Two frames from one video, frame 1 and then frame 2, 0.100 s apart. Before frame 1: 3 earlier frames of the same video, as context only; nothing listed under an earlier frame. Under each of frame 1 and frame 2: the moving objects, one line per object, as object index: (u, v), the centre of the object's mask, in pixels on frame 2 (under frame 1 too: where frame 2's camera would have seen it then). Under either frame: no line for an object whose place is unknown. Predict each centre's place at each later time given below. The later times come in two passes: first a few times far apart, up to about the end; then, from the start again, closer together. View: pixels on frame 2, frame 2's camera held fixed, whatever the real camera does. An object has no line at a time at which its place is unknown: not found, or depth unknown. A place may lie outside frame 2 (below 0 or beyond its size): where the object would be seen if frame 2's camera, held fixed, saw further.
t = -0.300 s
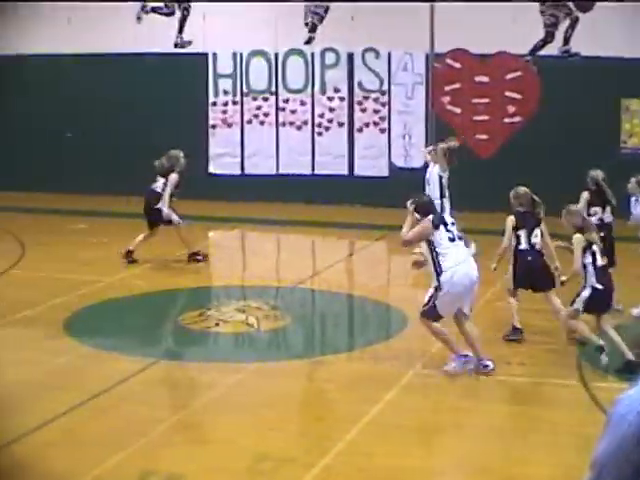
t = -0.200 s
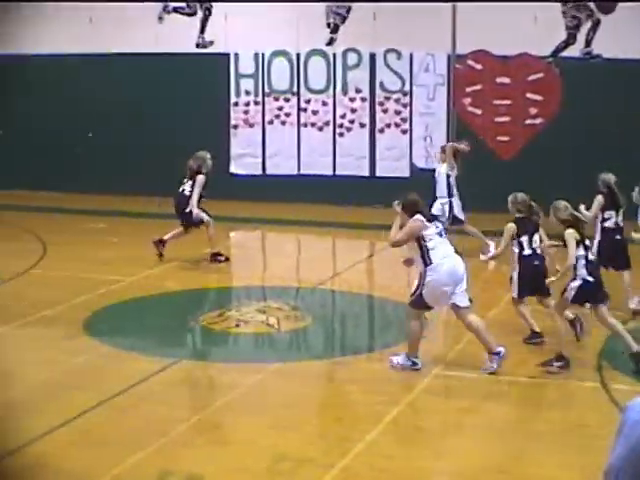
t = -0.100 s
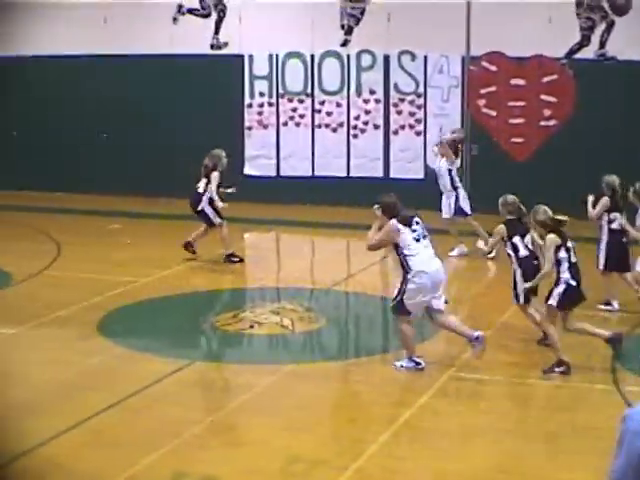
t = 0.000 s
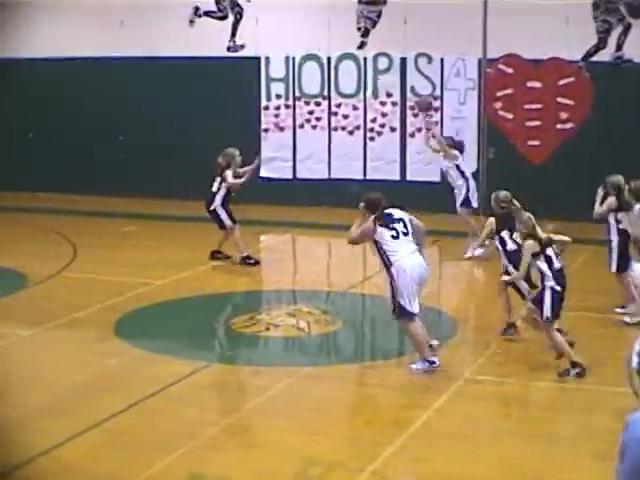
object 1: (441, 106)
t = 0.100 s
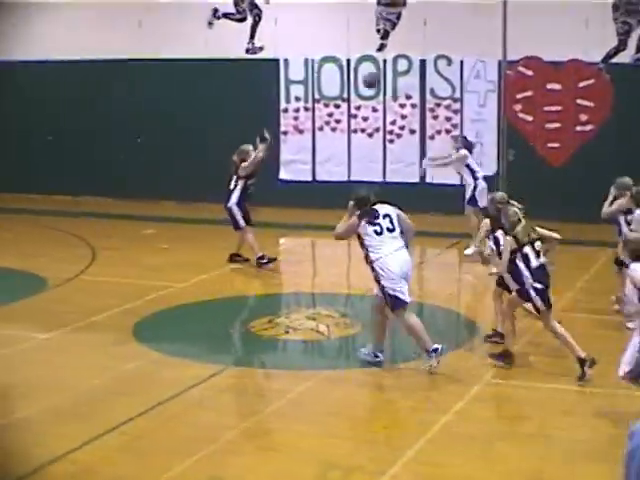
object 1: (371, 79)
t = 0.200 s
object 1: (296, 59)
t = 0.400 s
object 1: (141, 39)
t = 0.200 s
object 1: (296, 59)
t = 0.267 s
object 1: (247, 48)
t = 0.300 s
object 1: (220, 45)
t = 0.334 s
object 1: (194, 42)
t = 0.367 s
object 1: (168, 41)
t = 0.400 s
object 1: (141, 39)
